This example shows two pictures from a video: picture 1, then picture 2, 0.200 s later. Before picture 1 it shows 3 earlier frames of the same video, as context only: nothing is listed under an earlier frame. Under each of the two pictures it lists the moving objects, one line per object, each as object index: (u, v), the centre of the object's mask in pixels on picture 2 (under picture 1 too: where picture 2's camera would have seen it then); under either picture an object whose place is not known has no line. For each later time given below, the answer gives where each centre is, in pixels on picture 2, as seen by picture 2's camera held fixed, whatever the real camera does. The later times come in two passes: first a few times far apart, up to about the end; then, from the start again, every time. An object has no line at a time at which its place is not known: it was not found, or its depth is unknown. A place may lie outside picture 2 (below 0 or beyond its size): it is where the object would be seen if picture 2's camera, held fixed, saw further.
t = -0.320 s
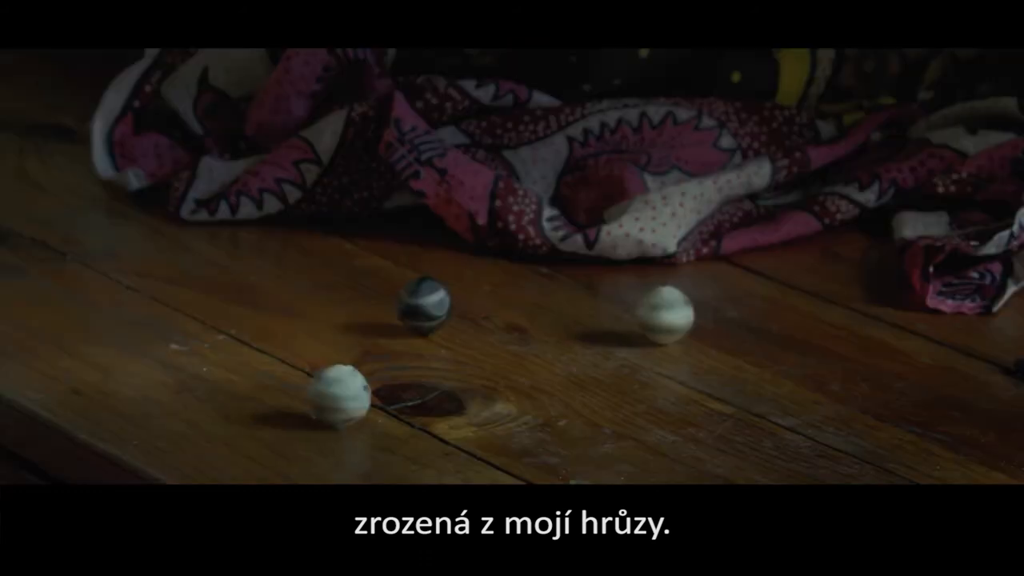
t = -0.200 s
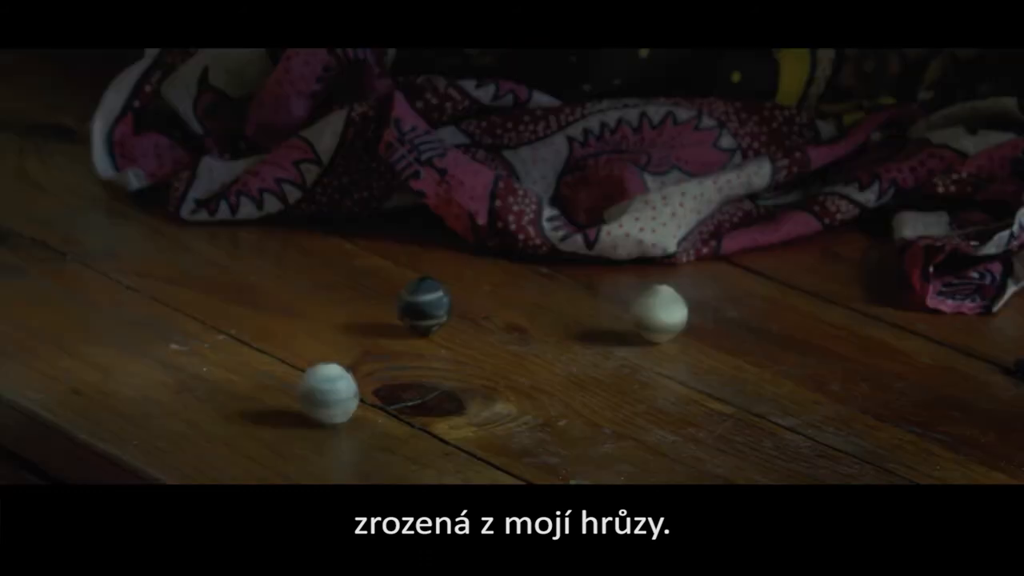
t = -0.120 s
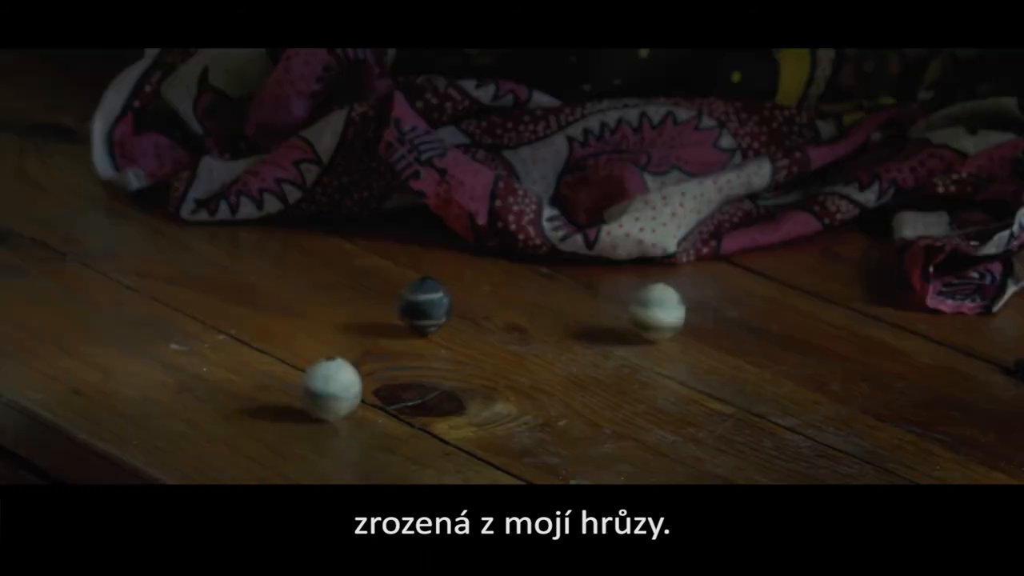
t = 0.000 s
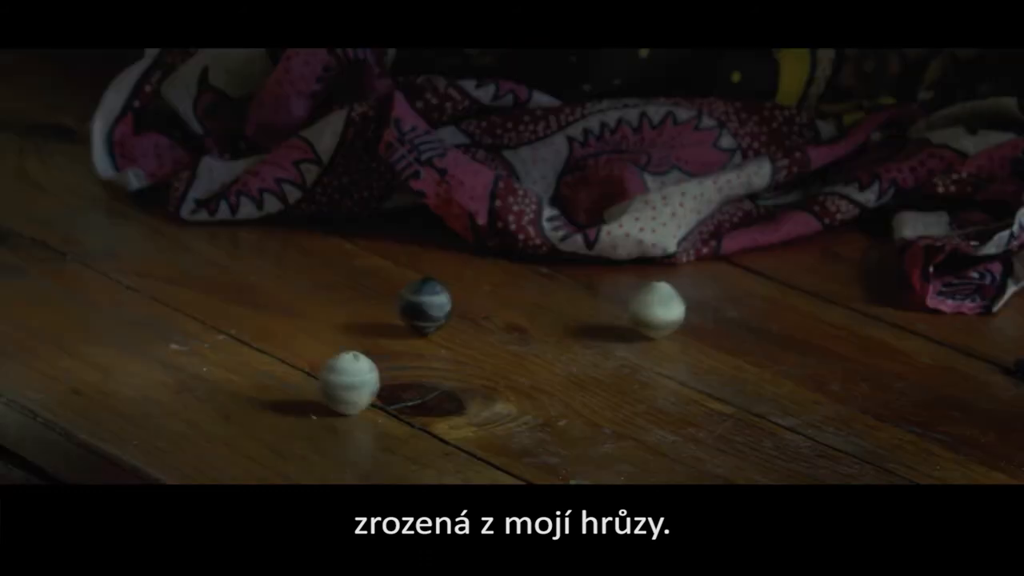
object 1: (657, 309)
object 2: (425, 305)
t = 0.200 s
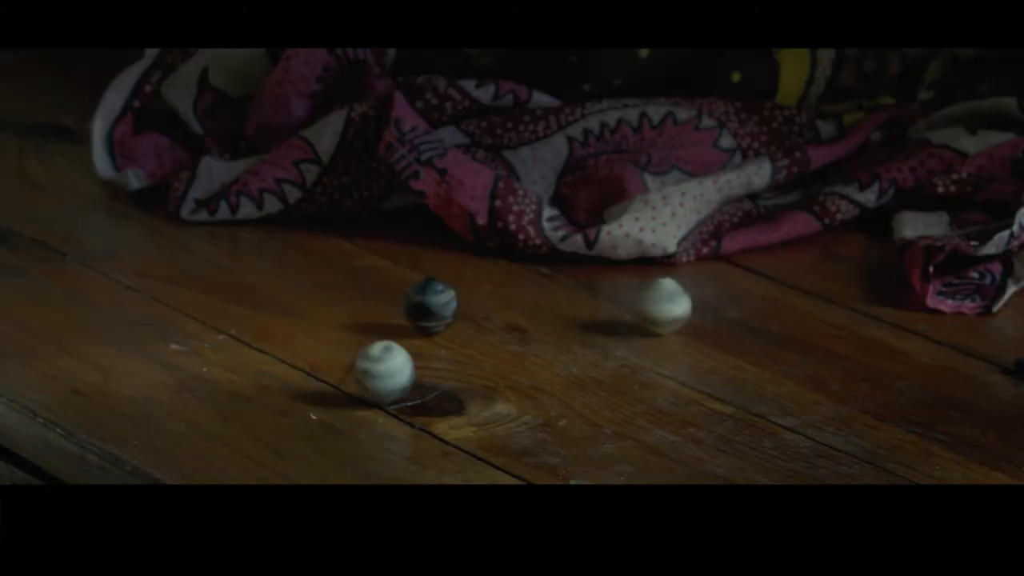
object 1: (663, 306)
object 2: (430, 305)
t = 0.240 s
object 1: (666, 305)
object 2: (431, 305)
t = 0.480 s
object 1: (669, 304)
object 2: (429, 305)
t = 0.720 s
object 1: (665, 304)
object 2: (430, 305)
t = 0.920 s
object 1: (659, 302)
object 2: (430, 305)
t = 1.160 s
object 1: (666, 297)
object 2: (432, 305)
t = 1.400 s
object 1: (669, 297)
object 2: (432, 304)
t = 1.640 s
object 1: (664, 297)
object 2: (432, 303)
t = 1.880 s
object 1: (656, 294)
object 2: (435, 303)
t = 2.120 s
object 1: (659, 292)
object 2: (438, 302)
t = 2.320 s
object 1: (666, 289)
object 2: (440, 301)
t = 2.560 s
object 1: (667, 289)
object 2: (440, 301)
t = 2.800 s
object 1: (664, 288)
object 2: (448, 301)
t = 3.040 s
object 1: (662, 287)
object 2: (453, 302)
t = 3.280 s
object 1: (658, 285)
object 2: (455, 302)
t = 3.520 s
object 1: (660, 282)
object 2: (458, 301)
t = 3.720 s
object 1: (664, 282)
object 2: (461, 301)
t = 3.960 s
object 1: (673, 282)
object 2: (466, 301)
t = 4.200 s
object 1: (674, 283)
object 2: (469, 300)
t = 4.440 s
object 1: (674, 281)
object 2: (470, 300)
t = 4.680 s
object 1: (675, 281)
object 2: (471, 299)
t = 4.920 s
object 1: (673, 279)
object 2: (470, 297)
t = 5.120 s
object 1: (677, 277)
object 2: (472, 299)
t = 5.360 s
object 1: (685, 275)
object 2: (470, 296)
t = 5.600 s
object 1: (688, 275)
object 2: (472, 297)
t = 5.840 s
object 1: (696, 275)
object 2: (476, 293)
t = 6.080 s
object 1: (696, 276)
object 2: (480, 295)
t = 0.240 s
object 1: (666, 305)
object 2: (431, 305)
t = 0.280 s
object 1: (667, 304)
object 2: (431, 305)
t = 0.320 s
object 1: (669, 304)
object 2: (431, 305)
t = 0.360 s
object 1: (670, 304)
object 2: (430, 305)
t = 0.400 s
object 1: (670, 304)
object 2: (430, 305)
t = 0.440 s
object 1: (670, 304)
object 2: (430, 305)
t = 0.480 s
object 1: (669, 304)
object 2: (429, 305)
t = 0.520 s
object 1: (669, 304)
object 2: (429, 305)
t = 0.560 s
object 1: (669, 304)
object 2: (429, 305)
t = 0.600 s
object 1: (669, 305)
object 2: (429, 305)
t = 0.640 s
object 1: (668, 305)
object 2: (430, 305)
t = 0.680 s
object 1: (666, 304)
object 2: (430, 305)
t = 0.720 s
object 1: (665, 304)
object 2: (430, 305)
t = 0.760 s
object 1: (663, 303)
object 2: (431, 305)
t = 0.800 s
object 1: (661, 303)
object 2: (432, 306)
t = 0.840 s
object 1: (659, 302)
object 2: (432, 306)
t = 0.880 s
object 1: (660, 302)
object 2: (430, 306)
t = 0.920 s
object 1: (659, 302)
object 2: (430, 305)
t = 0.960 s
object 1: (659, 301)
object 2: (431, 305)
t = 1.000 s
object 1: (659, 300)
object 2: (431, 305)
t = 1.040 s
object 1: (662, 300)
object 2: (431, 305)
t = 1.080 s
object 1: (662, 300)
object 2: (431, 305)
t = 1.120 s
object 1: (664, 298)
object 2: (431, 305)
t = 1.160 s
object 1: (666, 297)
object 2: (432, 305)
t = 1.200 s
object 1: (666, 297)
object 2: (432, 305)
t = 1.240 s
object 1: (667, 297)
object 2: (432, 305)
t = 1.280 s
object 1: (668, 297)
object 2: (432, 304)
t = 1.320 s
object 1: (668, 297)
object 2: (432, 304)
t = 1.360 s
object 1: (668, 297)
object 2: (433, 304)
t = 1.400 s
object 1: (669, 297)
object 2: (432, 304)
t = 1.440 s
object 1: (669, 297)
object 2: (431, 304)
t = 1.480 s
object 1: (669, 297)
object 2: (432, 304)
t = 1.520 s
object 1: (668, 297)
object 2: (432, 304)
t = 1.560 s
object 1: (666, 297)
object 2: (433, 304)
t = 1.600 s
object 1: (665, 297)
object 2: (432, 304)
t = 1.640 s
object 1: (664, 297)
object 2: (432, 303)
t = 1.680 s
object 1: (662, 297)
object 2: (433, 303)
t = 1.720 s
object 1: (660, 296)
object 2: (434, 304)
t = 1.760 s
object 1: (659, 296)
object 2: (433, 304)
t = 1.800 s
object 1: (658, 295)
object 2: (433, 304)
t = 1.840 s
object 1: (657, 294)
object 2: (434, 303)
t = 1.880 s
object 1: (656, 294)
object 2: (435, 303)
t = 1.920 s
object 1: (656, 293)
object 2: (435, 303)
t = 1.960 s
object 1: (656, 293)
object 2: (434, 303)
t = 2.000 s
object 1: (656, 292)
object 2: (435, 302)
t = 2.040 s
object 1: (657, 292)
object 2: (437, 302)
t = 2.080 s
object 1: (658, 292)
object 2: (438, 302)
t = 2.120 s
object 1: (659, 292)
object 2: (438, 302)
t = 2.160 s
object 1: (662, 291)
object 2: (438, 302)
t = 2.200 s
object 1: (663, 291)
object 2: (439, 301)
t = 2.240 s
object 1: (663, 291)
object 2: (440, 301)
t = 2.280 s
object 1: (665, 290)
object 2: (440, 301)
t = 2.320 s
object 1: (666, 289)
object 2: (440, 301)
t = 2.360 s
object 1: (666, 290)
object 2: (440, 301)
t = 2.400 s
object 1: (666, 290)
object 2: (440, 301)
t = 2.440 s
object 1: (667, 290)
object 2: (441, 301)
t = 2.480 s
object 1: (666, 290)
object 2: (440, 301)
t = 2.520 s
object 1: (667, 289)
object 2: (440, 301)
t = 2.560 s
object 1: (667, 289)
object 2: (440, 301)
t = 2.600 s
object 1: (667, 289)
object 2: (441, 301)
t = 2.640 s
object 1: (666, 289)
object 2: (443, 301)
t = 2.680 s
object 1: (666, 288)
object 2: (446, 301)
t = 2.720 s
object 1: (665, 288)
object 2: (445, 301)
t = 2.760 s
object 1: (665, 288)
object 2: (446, 301)
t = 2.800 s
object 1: (664, 288)
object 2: (448, 301)
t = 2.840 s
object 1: (664, 288)
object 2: (450, 301)
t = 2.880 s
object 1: (664, 288)
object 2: (451, 302)
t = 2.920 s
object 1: (664, 288)
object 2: (451, 303)
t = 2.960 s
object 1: (664, 287)
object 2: (451, 302)
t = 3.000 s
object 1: (663, 287)
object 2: (452, 301)
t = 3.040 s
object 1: (662, 287)
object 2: (453, 302)
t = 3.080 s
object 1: (662, 287)
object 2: (455, 302)
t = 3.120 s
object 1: (660, 286)
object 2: (455, 302)
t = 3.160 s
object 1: (660, 285)
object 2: (455, 302)
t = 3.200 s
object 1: (660, 286)
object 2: (455, 302)
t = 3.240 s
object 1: (659, 285)
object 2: (455, 301)
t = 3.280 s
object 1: (658, 285)
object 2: (455, 302)
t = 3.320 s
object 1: (658, 285)
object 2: (455, 301)
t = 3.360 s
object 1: (657, 284)
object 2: (455, 302)
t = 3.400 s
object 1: (658, 283)
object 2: (456, 301)
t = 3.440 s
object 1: (659, 283)
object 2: (457, 301)
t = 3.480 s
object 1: (659, 283)
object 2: (457, 301)
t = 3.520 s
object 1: (660, 282)
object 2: (458, 301)
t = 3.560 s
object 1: (661, 282)
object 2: (460, 300)
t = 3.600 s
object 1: (661, 282)
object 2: (460, 301)
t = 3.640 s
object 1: (663, 281)
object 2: (460, 301)
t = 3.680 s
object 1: (664, 282)
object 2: (460, 301)
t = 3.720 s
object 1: (664, 282)
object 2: (461, 301)
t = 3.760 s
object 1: (667, 282)
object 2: (463, 301)
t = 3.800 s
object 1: (670, 282)
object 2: (464, 301)
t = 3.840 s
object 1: (669, 282)
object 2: (464, 301)
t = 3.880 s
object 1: (670, 282)
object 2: (464, 301)
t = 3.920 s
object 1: (672, 282)
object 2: (464, 301)
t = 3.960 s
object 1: (673, 282)
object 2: (466, 301)
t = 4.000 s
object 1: (673, 282)
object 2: (467, 301)
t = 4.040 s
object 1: (674, 283)
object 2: (466, 301)
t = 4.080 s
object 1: (674, 283)
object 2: (466, 300)
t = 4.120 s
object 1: (674, 282)
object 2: (467, 300)
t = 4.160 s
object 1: (674, 282)
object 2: (468, 300)
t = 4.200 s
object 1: (674, 283)
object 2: (469, 300)
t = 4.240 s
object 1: (673, 283)
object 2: (469, 300)
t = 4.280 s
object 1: (673, 282)
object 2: (469, 300)
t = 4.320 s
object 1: (674, 282)
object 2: (470, 300)
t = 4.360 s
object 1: (675, 282)
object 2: (471, 299)
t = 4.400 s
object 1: (674, 282)
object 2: (471, 299)
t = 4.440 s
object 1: (674, 281)
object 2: (470, 300)
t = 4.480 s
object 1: (675, 281)
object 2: (470, 299)
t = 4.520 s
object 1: (677, 280)
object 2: (470, 299)
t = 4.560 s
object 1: (675, 281)
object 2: (471, 299)
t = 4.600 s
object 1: (674, 281)
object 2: (471, 299)
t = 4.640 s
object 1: (674, 280)
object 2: (471, 298)
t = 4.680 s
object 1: (675, 281)
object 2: (471, 299)
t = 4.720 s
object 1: (674, 280)
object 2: (471, 299)
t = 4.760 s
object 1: (674, 280)
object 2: (471, 299)
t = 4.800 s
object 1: (673, 280)
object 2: (471, 298)
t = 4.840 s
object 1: (675, 279)
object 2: (470, 298)
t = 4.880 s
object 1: (674, 280)
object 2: (470, 297)
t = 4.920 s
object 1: (673, 279)
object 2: (470, 297)
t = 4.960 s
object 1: (674, 278)
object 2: (471, 298)
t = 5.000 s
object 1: (676, 278)
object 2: (471, 298)
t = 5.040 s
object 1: (677, 277)
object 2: (471, 298)
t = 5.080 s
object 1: (676, 278)
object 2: (472, 298)
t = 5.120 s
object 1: (677, 277)
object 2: (472, 299)
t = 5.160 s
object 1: (678, 277)
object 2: (471, 298)
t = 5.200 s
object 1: (680, 277)
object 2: (470, 298)
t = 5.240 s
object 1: (680, 277)
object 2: (470, 297)
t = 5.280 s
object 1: (680, 276)
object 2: (469, 297)
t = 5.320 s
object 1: (682, 275)
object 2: (469, 297)
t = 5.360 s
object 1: (685, 275)
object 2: (470, 296)
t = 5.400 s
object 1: (684, 276)
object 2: (474, 296)
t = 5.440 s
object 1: (684, 275)
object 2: (475, 296)
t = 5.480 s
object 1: (685, 275)
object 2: (475, 297)
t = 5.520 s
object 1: (687, 275)
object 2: (475, 297)
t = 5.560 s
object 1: (689, 275)
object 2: (474, 297)
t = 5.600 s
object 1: (688, 275)
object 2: (472, 297)
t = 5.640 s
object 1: (687, 276)
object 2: (469, 297)
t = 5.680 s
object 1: (690, 275)
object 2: (469, 297)
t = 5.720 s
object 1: (692, 275)
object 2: (468, 296)
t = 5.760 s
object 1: (694, 276)
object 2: (469, 295)
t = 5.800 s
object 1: (695, 276)
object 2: (471, 295)
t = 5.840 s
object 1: (696, 275)
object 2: (476, 293)
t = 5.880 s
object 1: (697, 276)
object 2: (478, 294)
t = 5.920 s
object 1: (698, 276)
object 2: (481, 294)
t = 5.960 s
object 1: (697, 276)
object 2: (484, 294)
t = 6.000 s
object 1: (696, 276)
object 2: (485, 295)
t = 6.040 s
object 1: (696, 276)
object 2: (483, 295)
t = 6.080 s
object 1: (696, 276)
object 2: (480, 295)
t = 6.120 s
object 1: (696, 277)
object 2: (476, 296)
